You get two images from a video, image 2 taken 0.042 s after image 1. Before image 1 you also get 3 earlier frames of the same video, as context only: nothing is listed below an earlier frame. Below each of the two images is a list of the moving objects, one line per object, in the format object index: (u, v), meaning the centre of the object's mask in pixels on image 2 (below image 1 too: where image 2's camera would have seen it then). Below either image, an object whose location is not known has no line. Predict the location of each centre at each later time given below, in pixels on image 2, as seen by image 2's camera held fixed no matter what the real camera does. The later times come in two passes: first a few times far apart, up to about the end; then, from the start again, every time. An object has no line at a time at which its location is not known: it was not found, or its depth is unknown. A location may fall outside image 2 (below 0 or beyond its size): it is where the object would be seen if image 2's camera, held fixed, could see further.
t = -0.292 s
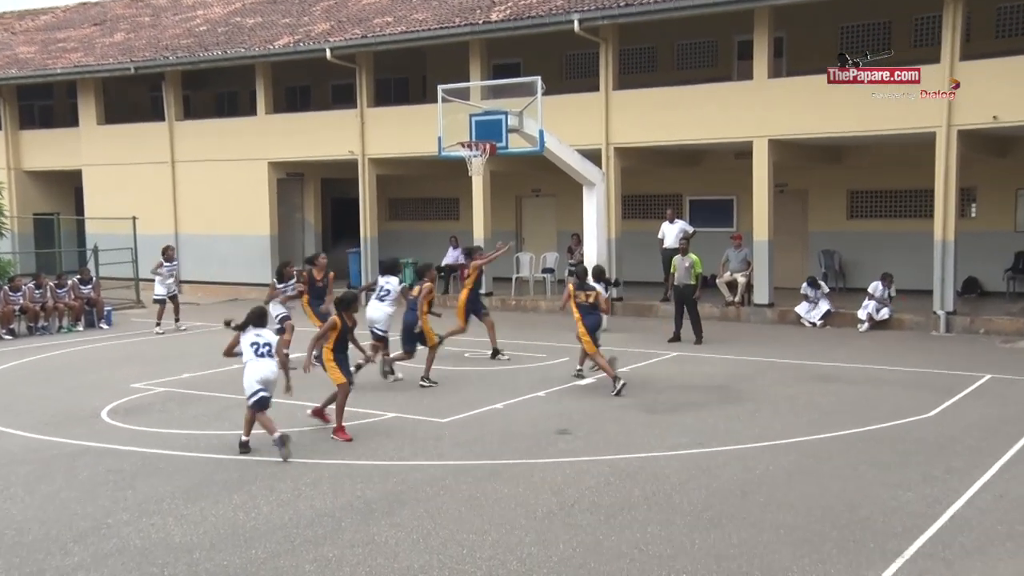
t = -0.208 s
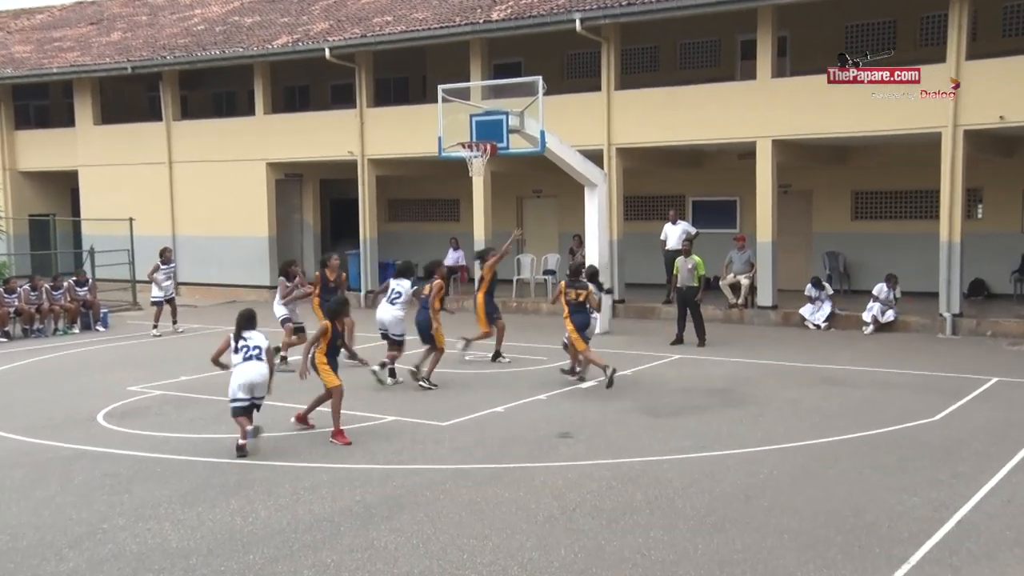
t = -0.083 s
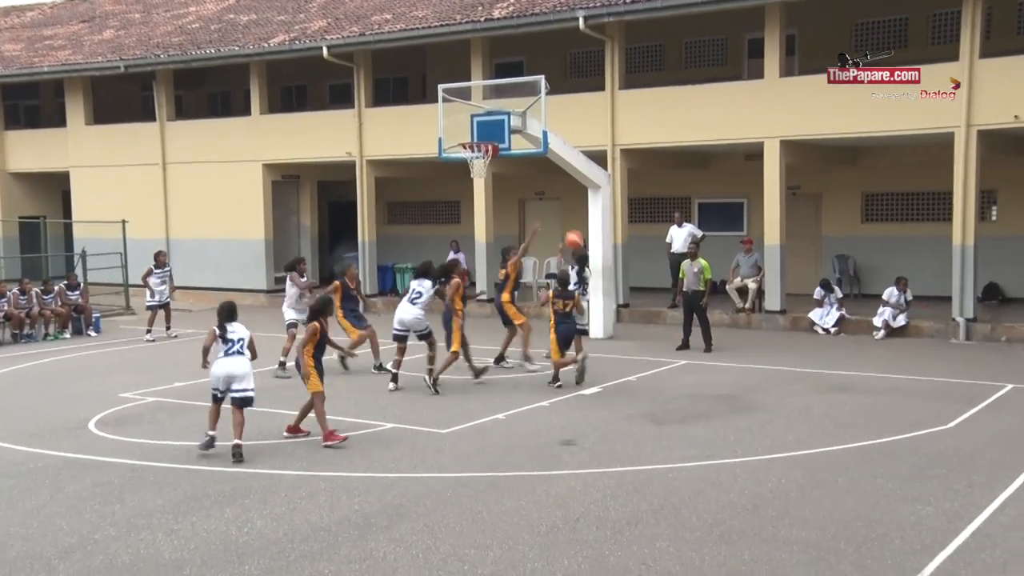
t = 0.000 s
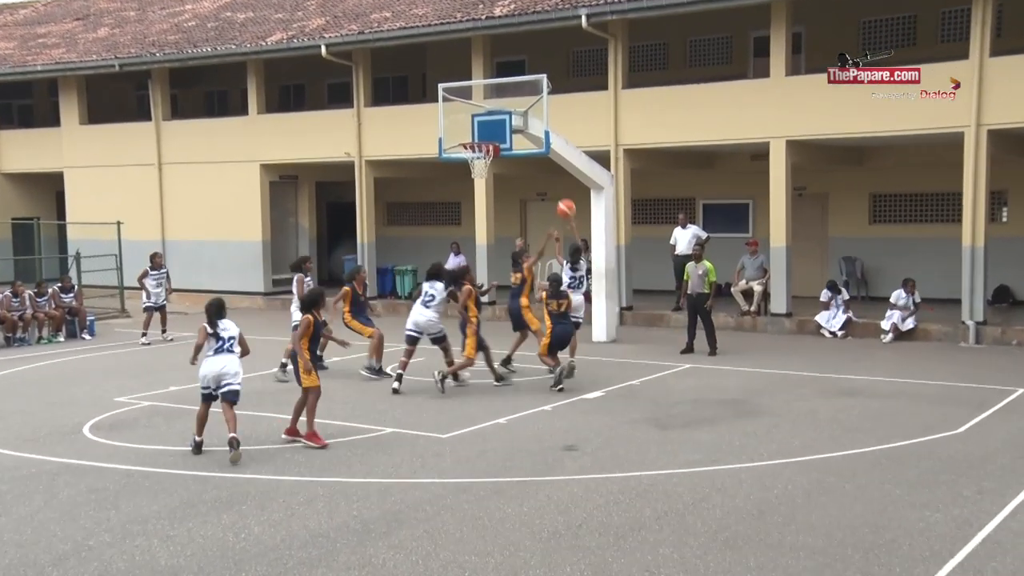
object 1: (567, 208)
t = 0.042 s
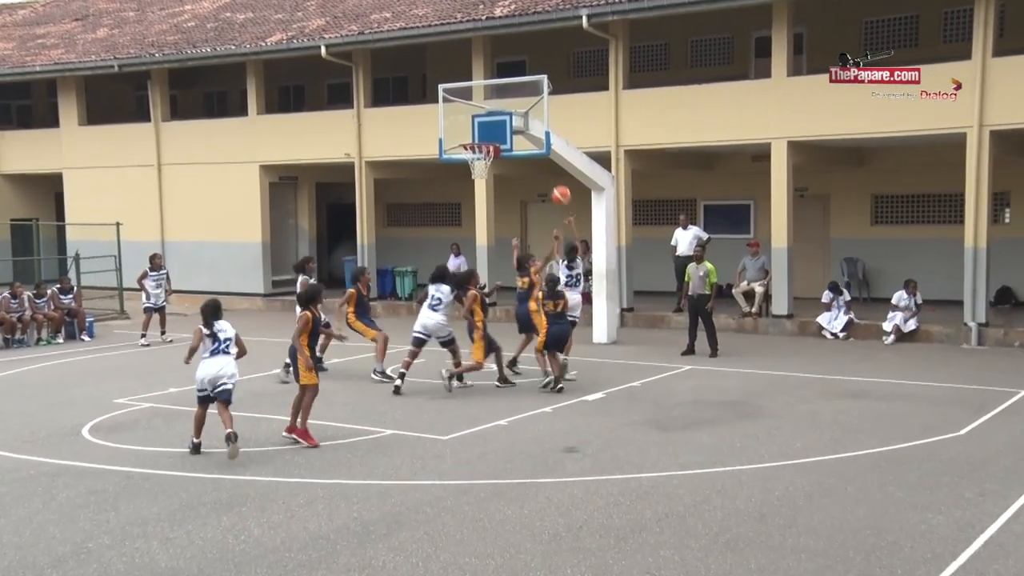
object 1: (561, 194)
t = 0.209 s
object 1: (542, 150)
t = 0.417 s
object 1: (517, 122)
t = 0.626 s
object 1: (485, 127)
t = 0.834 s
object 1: (473, 162)
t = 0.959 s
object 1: (478, 190)
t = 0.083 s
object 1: (555, 181)
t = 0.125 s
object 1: (551, 169)
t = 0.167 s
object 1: (546, 158)
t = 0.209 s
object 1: (542, 150)
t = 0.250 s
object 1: (537, 142)
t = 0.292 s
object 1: (532, 135)
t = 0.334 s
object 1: (525, 127)
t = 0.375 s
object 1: (521, 124)
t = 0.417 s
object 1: (517, 122)
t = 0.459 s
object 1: (511, 122)
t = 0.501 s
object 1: (505, 121)
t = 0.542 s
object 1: (498, 122)
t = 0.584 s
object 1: (491, 125)
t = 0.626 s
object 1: (485, 127)
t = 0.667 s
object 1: (478, 132)
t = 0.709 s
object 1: (471, 135)
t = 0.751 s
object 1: (468, 147)
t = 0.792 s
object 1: (470, 153)
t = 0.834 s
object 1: (473, 162)
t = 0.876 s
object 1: (477, 172)
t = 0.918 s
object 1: (476, 181)
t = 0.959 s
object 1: (478, 190)
